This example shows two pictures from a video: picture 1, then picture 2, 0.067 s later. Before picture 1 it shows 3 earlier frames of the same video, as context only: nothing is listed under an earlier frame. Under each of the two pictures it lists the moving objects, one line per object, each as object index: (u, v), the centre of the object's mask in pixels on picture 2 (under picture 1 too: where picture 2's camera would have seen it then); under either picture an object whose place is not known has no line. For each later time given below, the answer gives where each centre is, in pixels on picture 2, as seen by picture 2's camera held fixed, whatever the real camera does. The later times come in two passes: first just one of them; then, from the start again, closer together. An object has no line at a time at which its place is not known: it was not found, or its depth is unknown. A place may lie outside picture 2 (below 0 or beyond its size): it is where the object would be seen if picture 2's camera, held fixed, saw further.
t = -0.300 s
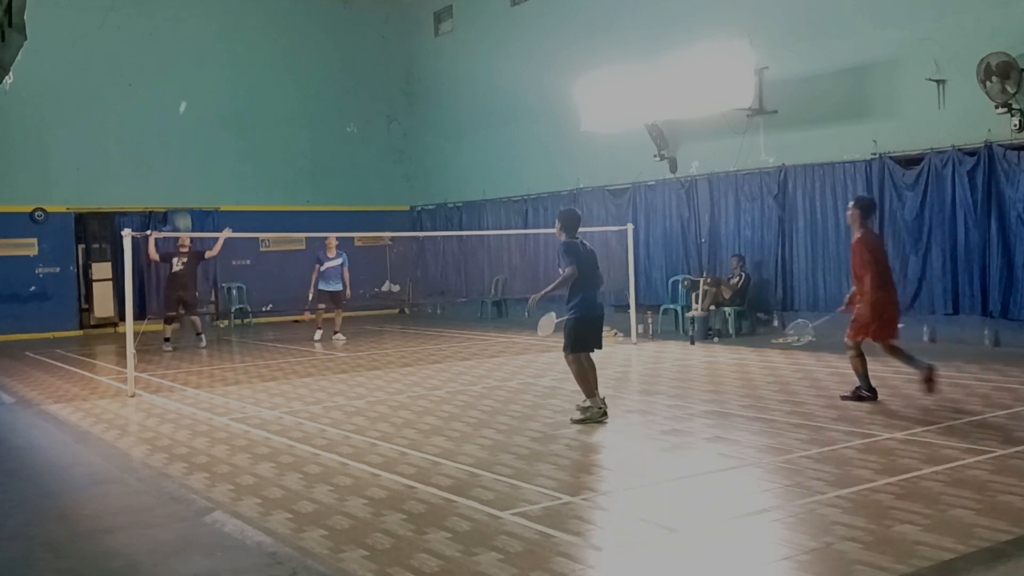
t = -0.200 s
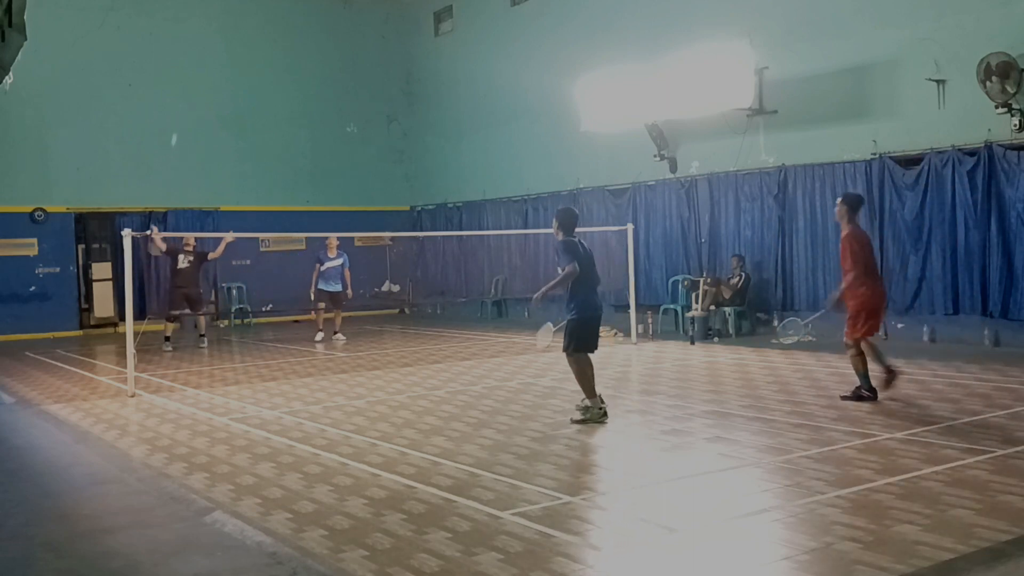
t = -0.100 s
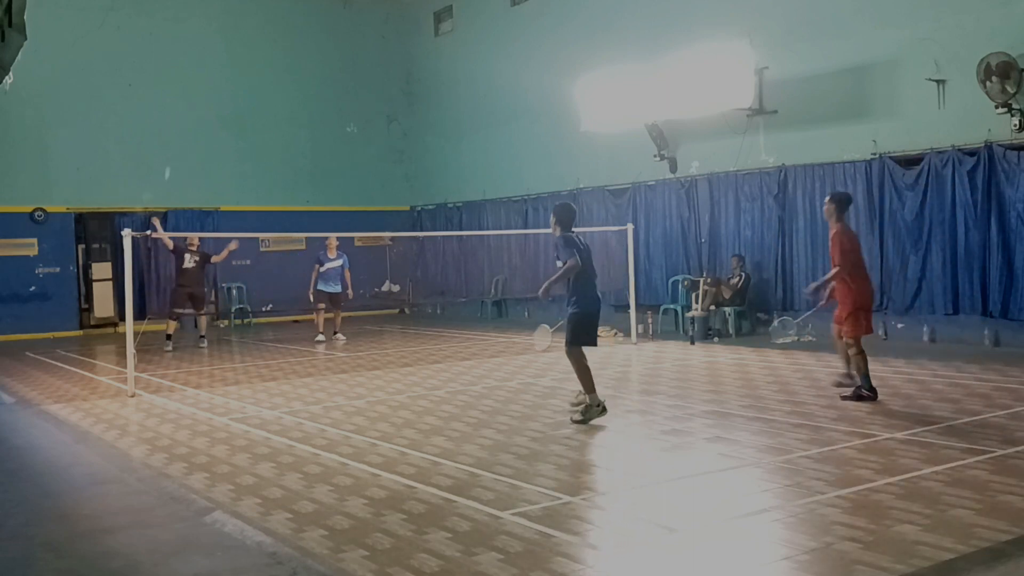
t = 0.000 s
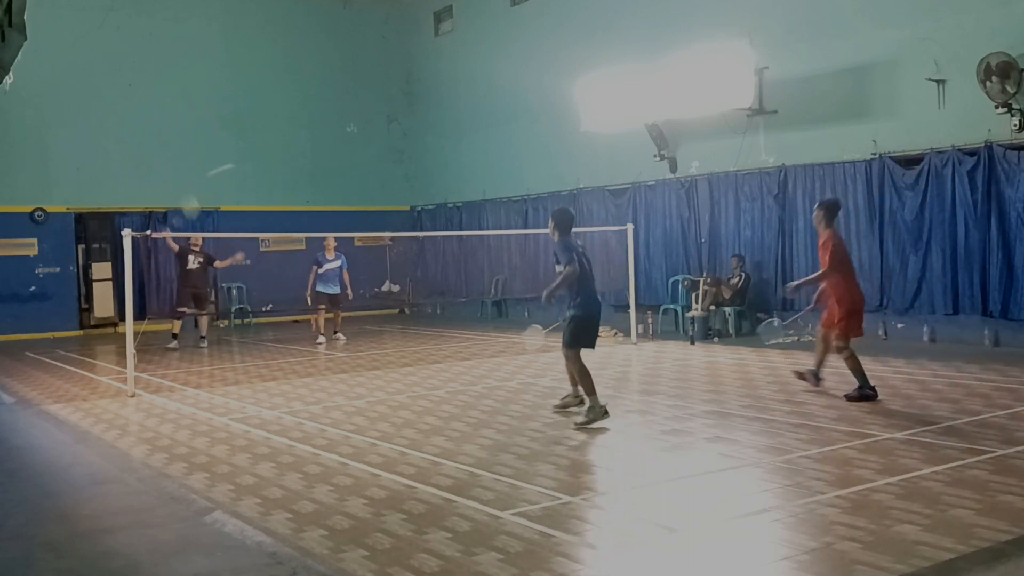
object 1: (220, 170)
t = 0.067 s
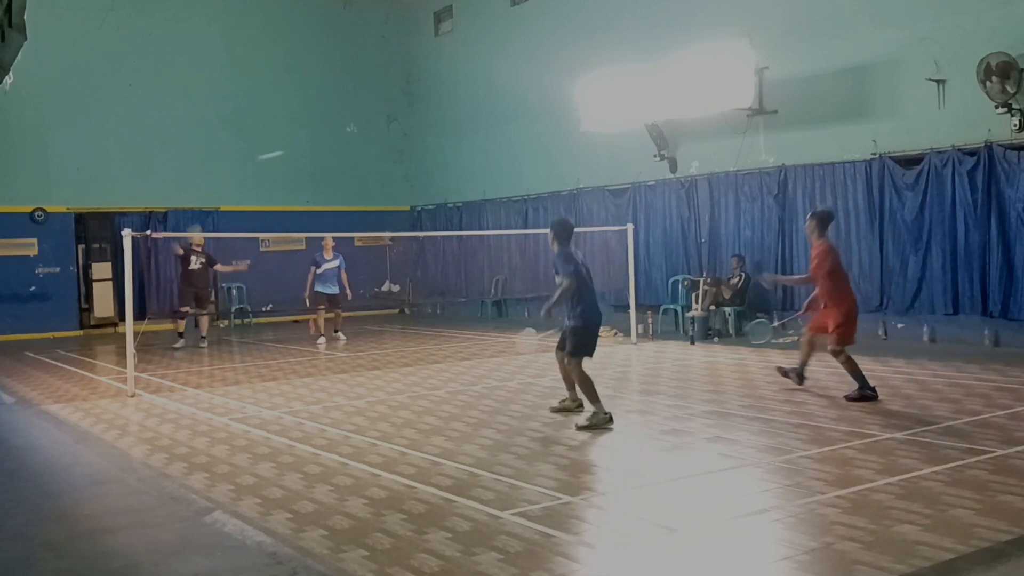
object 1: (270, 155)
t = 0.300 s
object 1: (403, 138)
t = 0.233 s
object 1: (370, 138)
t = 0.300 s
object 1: (403, 138)
